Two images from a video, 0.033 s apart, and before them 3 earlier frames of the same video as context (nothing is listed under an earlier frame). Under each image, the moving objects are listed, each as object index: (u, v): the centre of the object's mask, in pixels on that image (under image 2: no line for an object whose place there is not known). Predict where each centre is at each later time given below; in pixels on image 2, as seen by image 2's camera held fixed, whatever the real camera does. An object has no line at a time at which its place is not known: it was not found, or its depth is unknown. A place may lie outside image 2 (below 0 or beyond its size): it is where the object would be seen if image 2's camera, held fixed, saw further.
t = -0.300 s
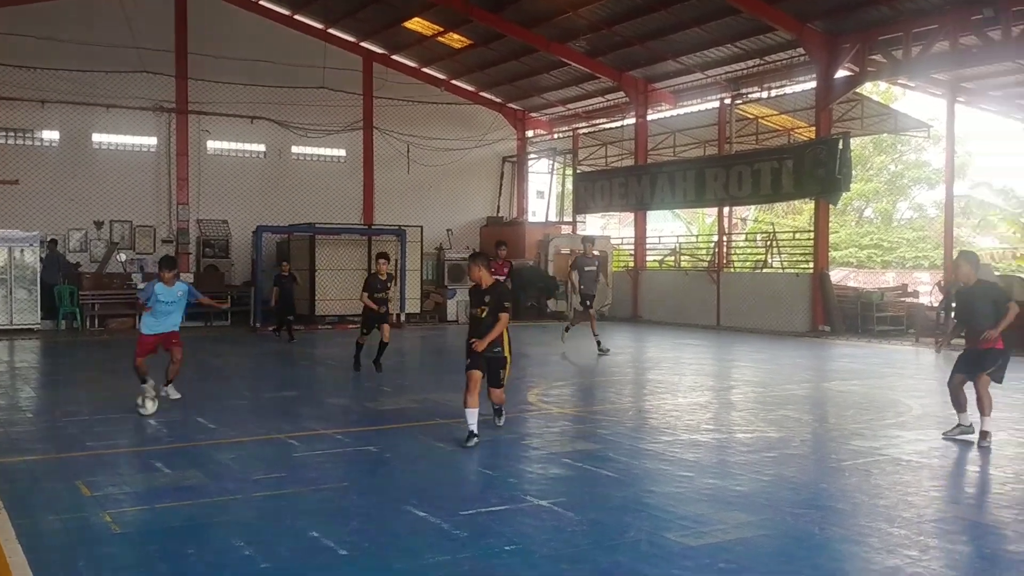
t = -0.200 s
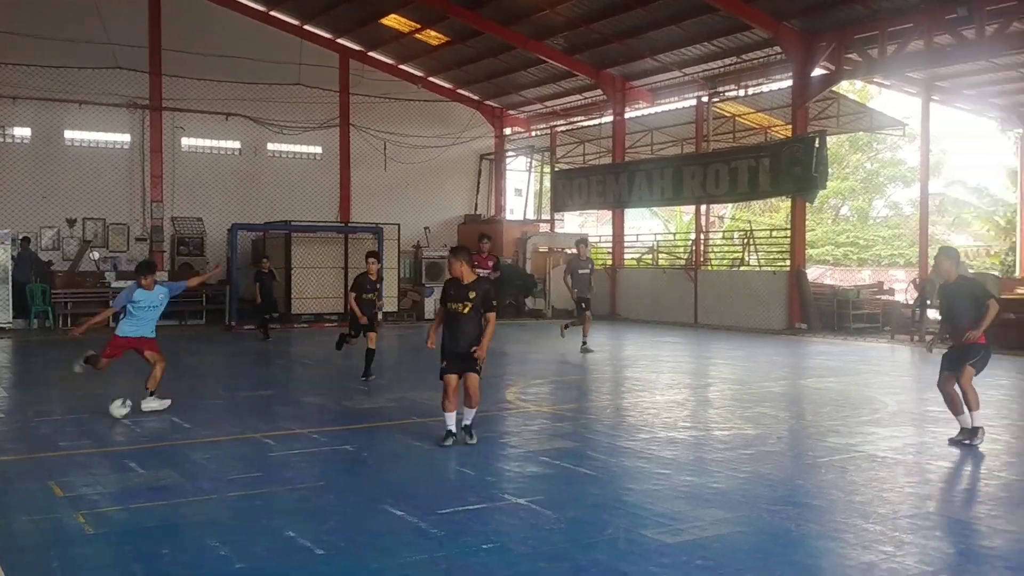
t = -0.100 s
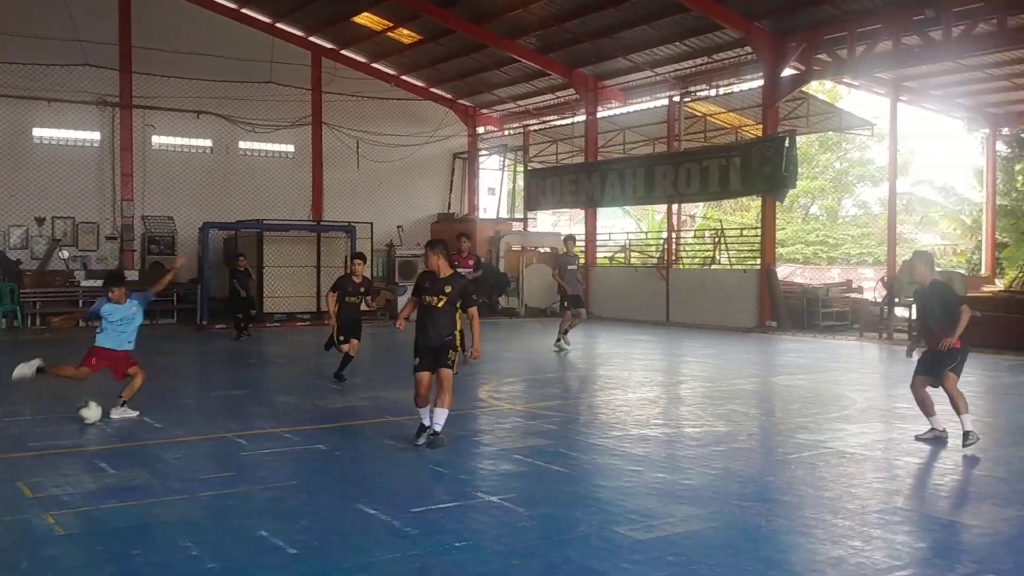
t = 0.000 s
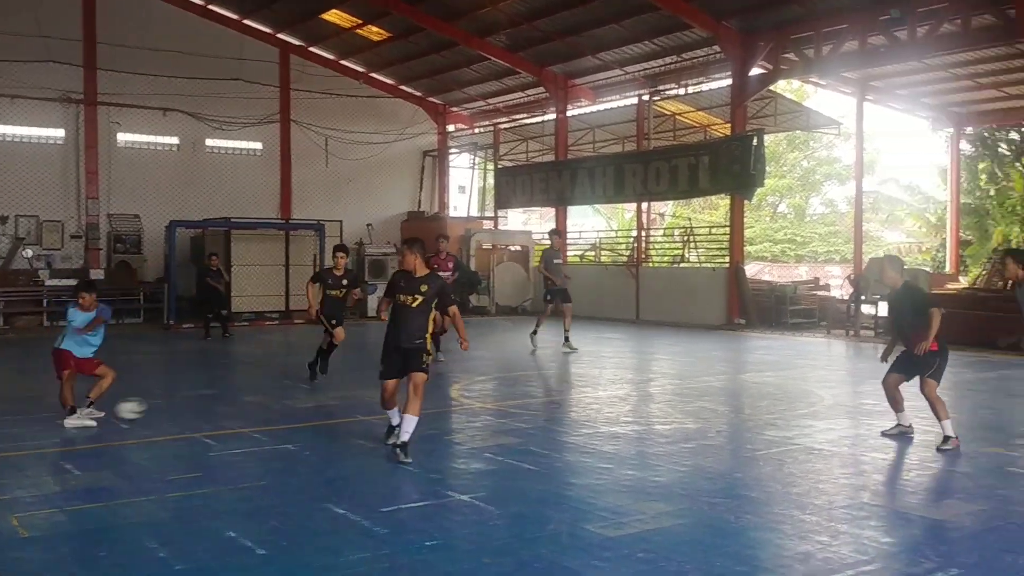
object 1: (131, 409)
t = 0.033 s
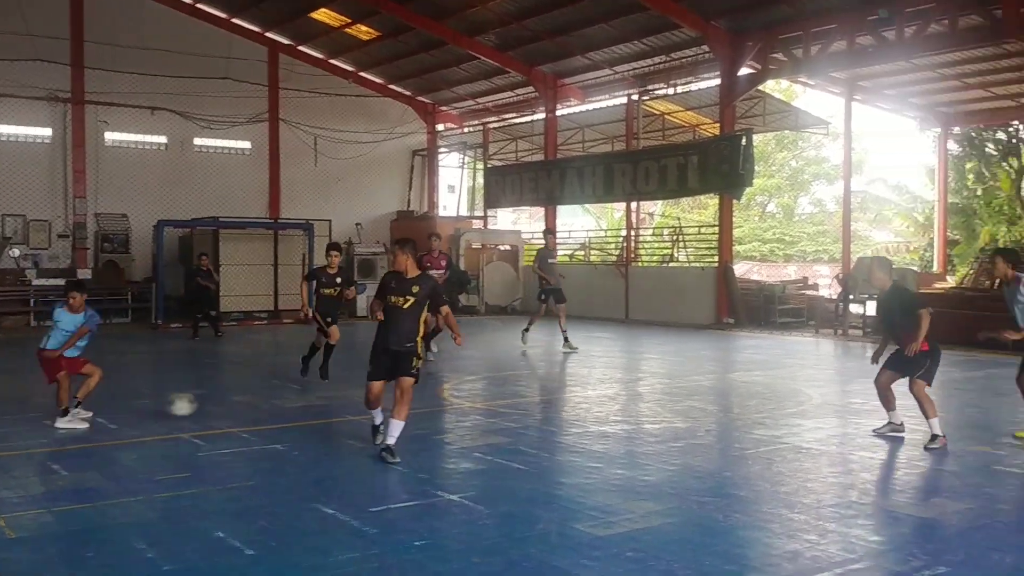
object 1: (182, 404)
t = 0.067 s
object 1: (242, 401)
